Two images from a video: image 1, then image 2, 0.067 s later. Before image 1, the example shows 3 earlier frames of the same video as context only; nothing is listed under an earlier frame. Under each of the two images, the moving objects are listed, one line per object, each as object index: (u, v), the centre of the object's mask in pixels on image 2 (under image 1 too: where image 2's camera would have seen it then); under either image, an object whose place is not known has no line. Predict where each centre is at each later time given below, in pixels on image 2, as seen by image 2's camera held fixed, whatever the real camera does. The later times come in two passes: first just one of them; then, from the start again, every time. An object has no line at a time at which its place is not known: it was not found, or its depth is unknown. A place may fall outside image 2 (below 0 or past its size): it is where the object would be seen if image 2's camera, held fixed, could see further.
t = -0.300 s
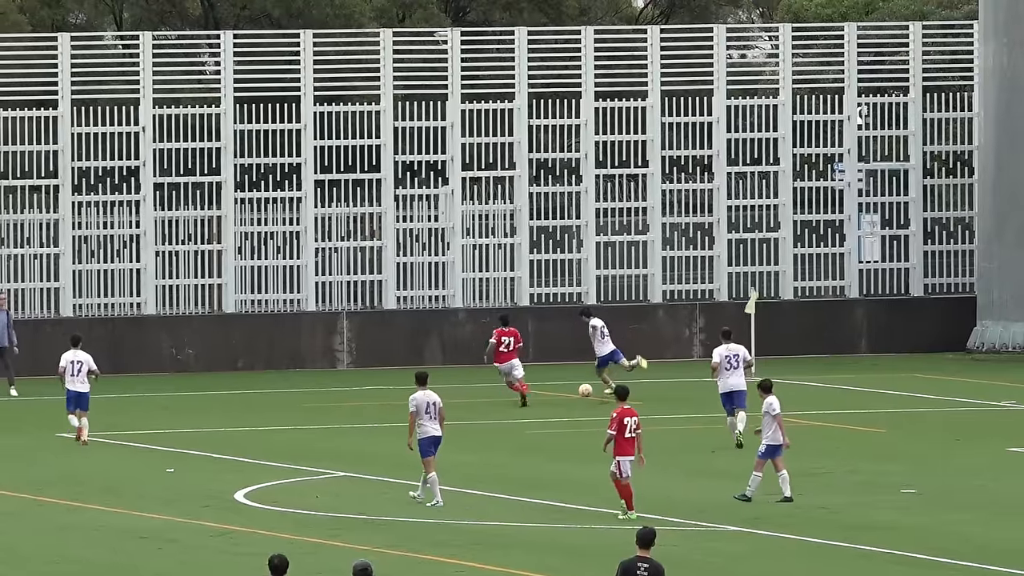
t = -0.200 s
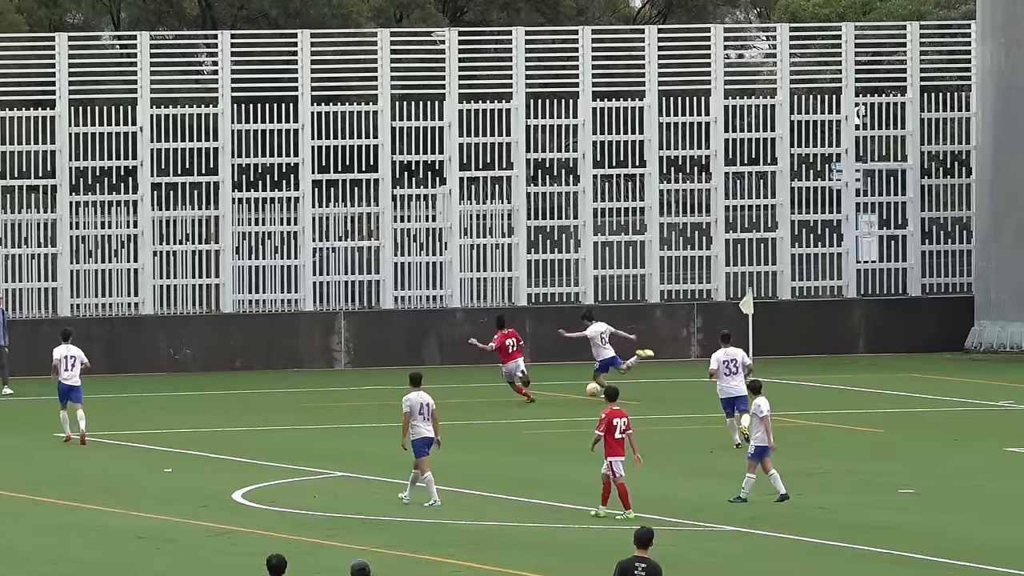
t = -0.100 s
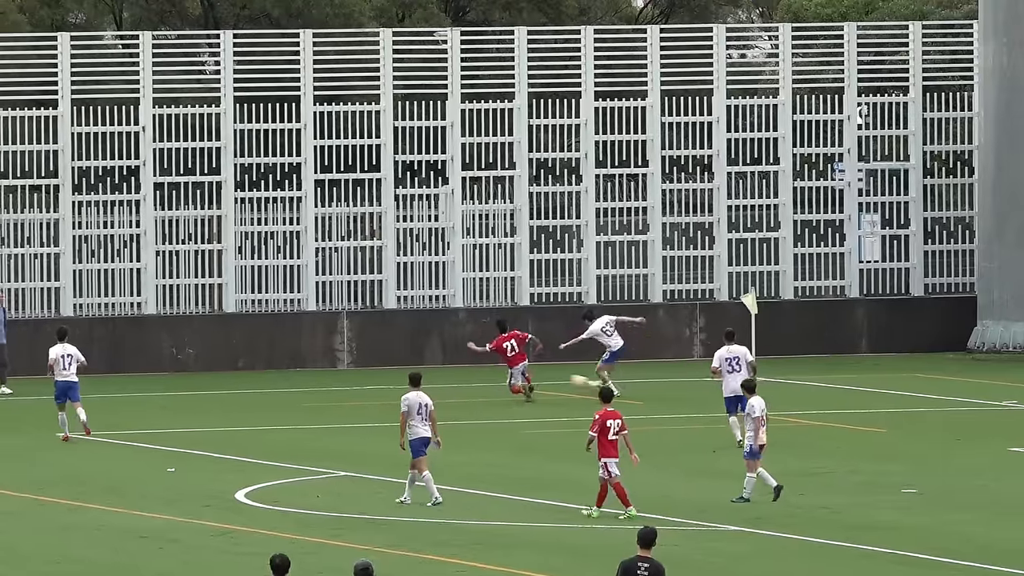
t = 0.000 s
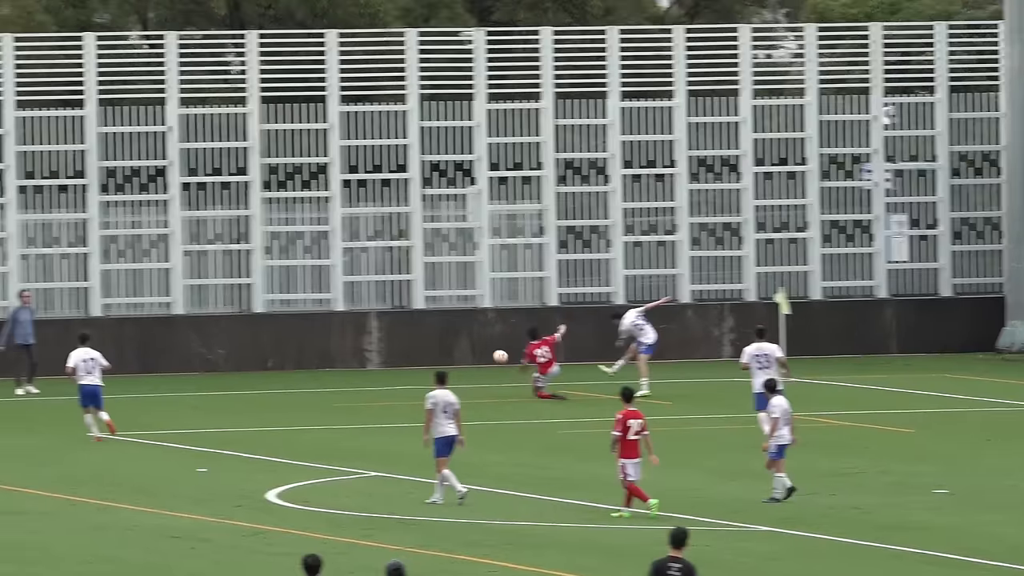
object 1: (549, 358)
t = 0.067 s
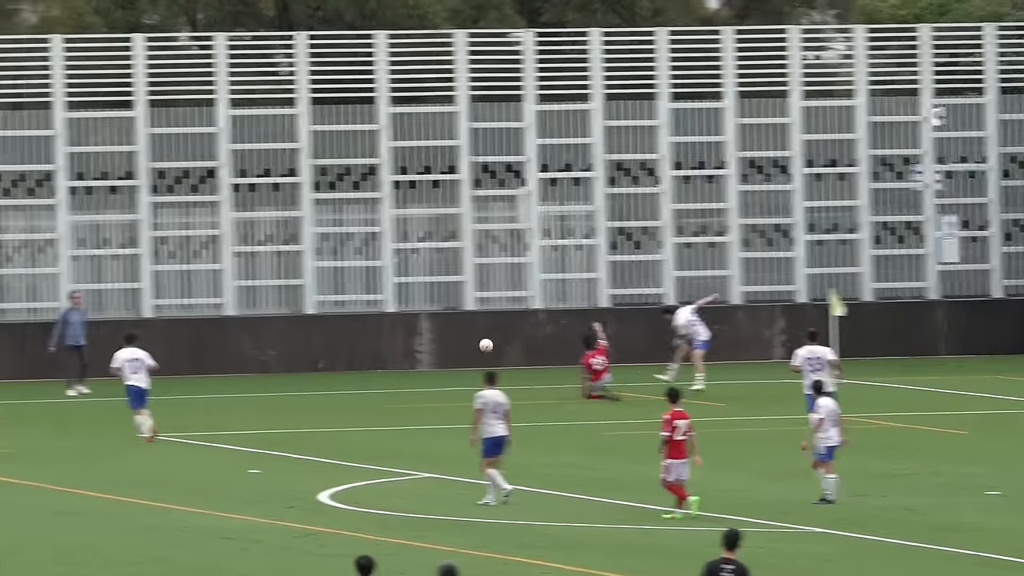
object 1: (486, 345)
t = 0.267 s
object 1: (303, 322)
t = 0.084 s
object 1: (470, 342)
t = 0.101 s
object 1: (455, 339)
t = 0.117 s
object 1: (440, 337)
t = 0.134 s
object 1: (425, 335)
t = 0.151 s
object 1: (410, 333)
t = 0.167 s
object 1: (395, 331)
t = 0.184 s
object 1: (380, 329)
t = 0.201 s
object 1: (365, 327)
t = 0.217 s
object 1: (349, 326)
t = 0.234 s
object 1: (334, 325)
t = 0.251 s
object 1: (319, 323)
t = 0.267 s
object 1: (303, 322)
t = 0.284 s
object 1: (288, 321)
